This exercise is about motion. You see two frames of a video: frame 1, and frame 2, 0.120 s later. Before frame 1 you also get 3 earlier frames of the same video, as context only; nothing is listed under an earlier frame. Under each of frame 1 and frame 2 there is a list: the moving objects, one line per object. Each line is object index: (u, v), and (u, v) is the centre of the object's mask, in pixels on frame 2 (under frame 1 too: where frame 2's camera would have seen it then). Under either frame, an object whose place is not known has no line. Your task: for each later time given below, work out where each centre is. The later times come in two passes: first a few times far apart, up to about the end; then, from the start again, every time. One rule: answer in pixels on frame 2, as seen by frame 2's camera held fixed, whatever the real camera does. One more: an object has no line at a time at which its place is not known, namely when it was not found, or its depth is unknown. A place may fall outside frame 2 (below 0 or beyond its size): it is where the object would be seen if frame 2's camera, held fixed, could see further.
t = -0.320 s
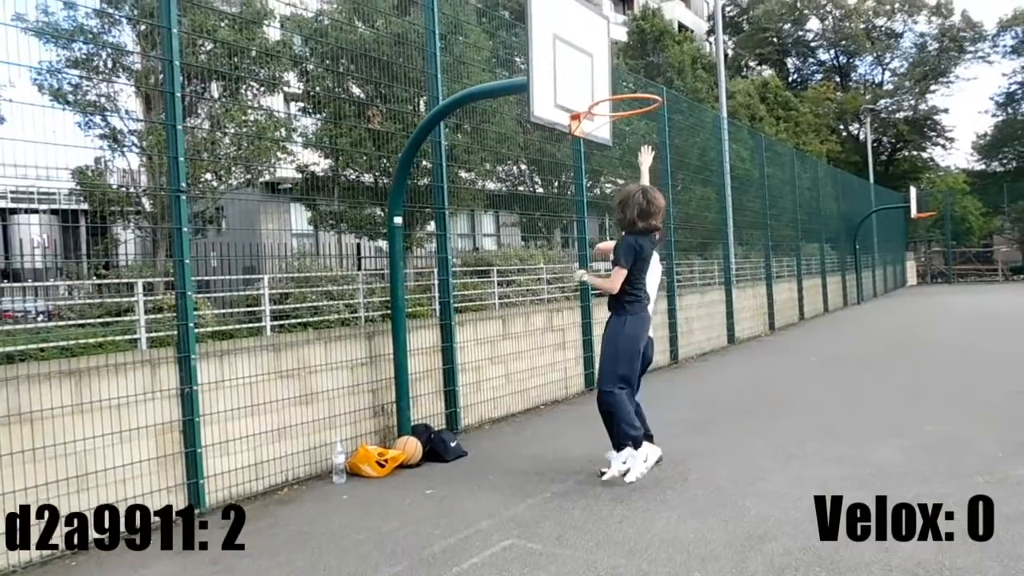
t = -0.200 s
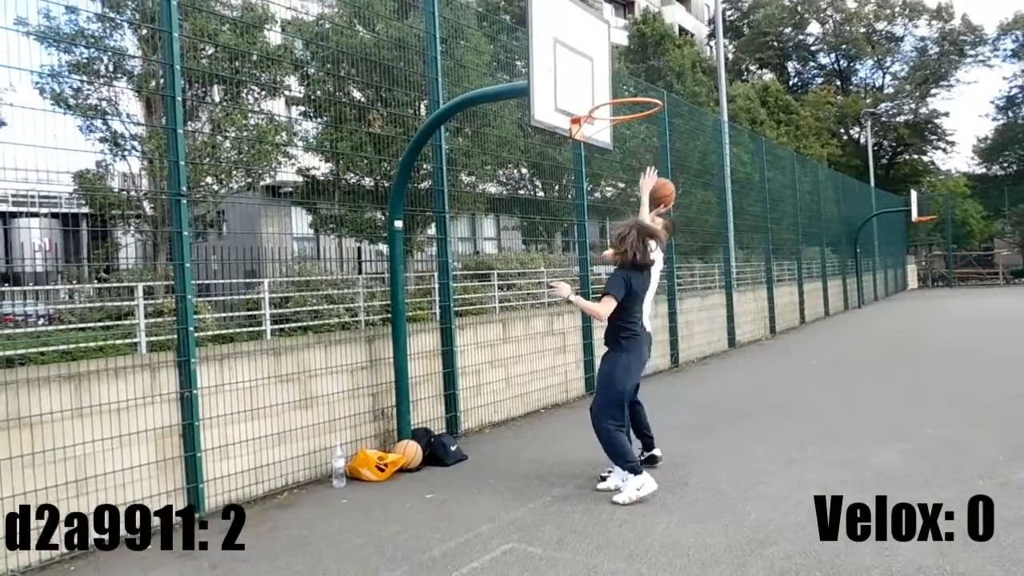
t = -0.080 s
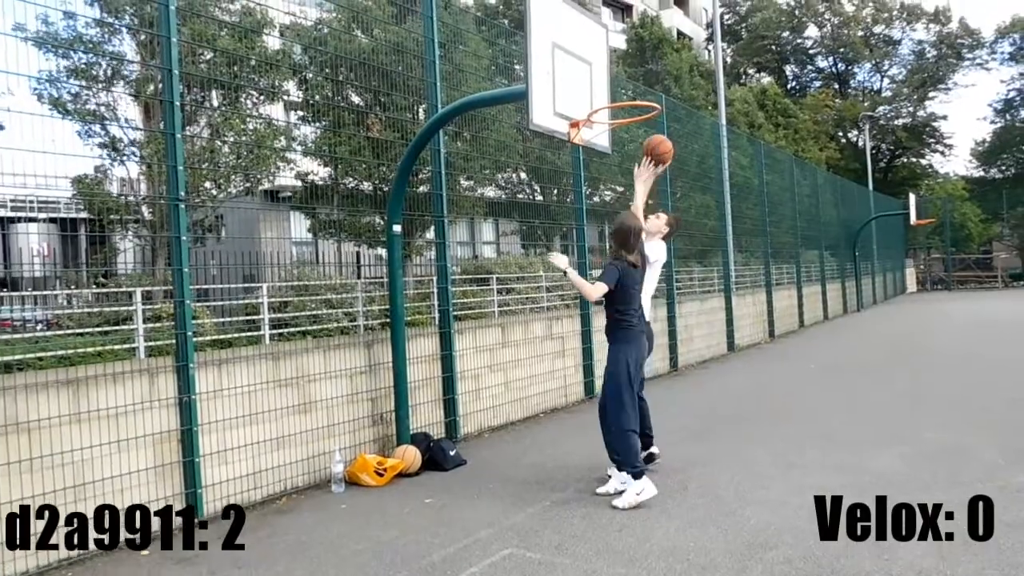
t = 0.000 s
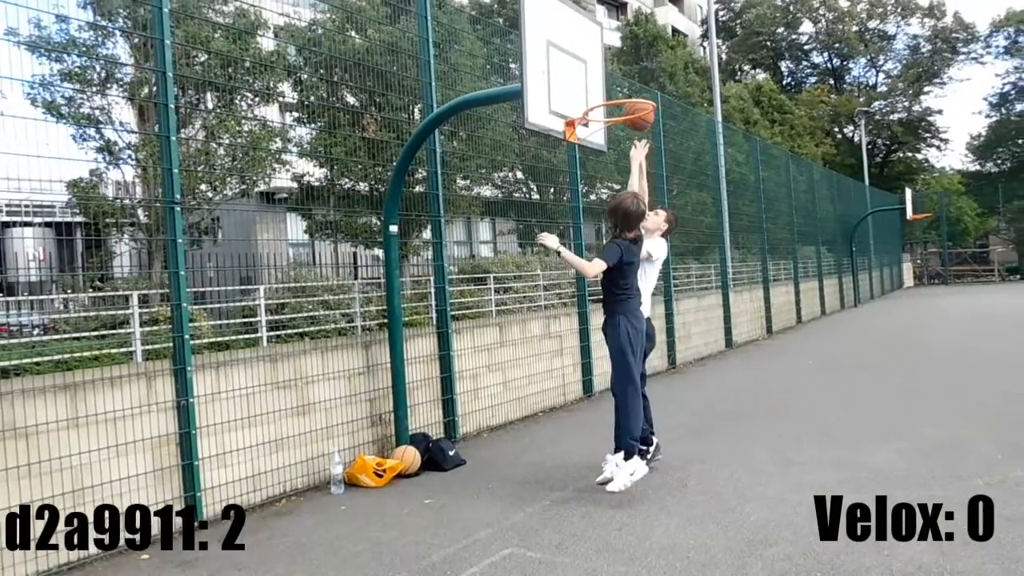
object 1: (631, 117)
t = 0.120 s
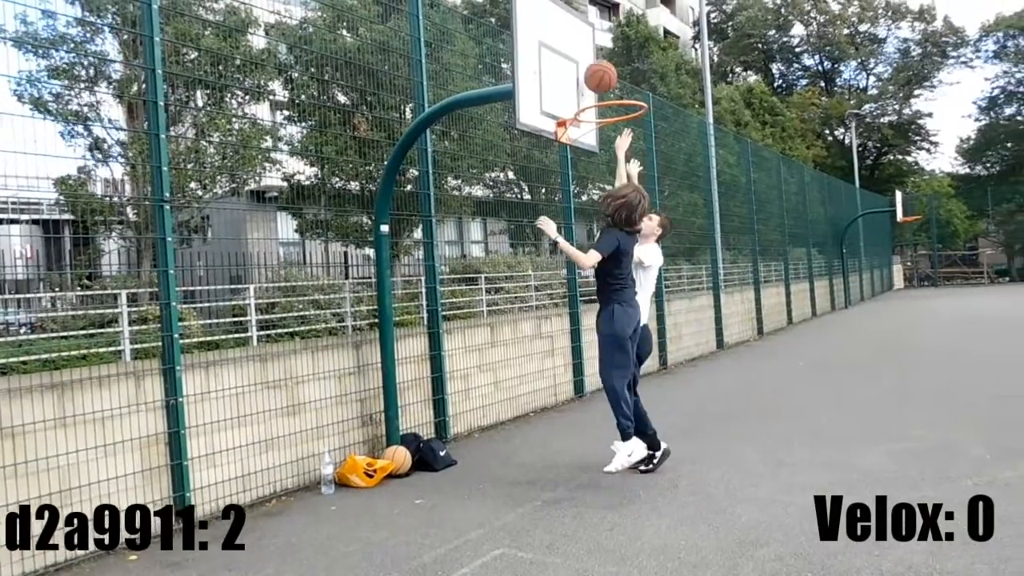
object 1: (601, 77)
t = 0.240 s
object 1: (588, 62)
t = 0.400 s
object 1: (591, 77)
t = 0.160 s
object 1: (590, 68)
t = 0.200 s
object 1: (588, 63)
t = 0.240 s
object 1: (588, 62)
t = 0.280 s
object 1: (589, 62)
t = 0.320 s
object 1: (590, 65)
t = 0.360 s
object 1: (590, 70)
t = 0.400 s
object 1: (591, 77)
